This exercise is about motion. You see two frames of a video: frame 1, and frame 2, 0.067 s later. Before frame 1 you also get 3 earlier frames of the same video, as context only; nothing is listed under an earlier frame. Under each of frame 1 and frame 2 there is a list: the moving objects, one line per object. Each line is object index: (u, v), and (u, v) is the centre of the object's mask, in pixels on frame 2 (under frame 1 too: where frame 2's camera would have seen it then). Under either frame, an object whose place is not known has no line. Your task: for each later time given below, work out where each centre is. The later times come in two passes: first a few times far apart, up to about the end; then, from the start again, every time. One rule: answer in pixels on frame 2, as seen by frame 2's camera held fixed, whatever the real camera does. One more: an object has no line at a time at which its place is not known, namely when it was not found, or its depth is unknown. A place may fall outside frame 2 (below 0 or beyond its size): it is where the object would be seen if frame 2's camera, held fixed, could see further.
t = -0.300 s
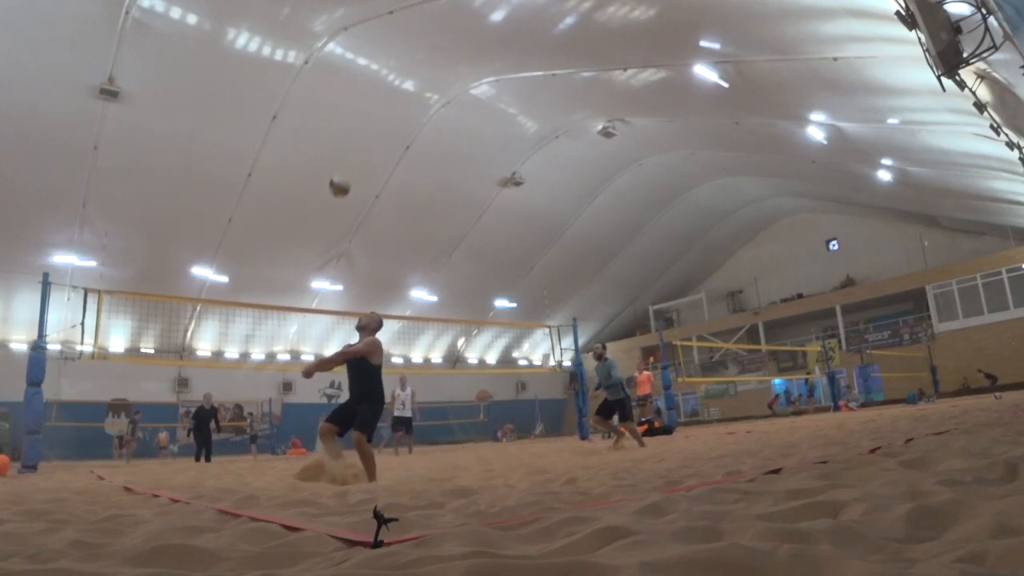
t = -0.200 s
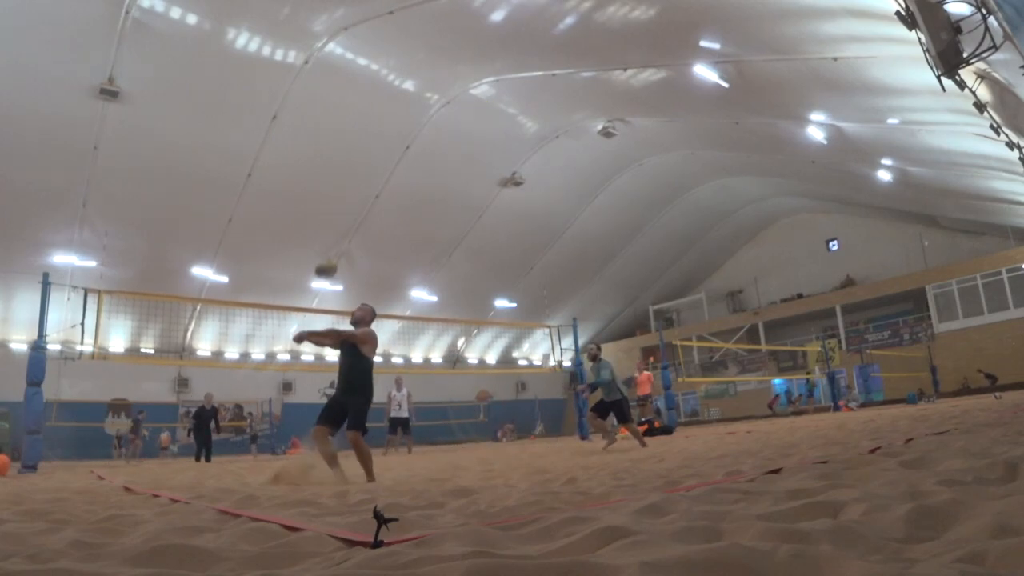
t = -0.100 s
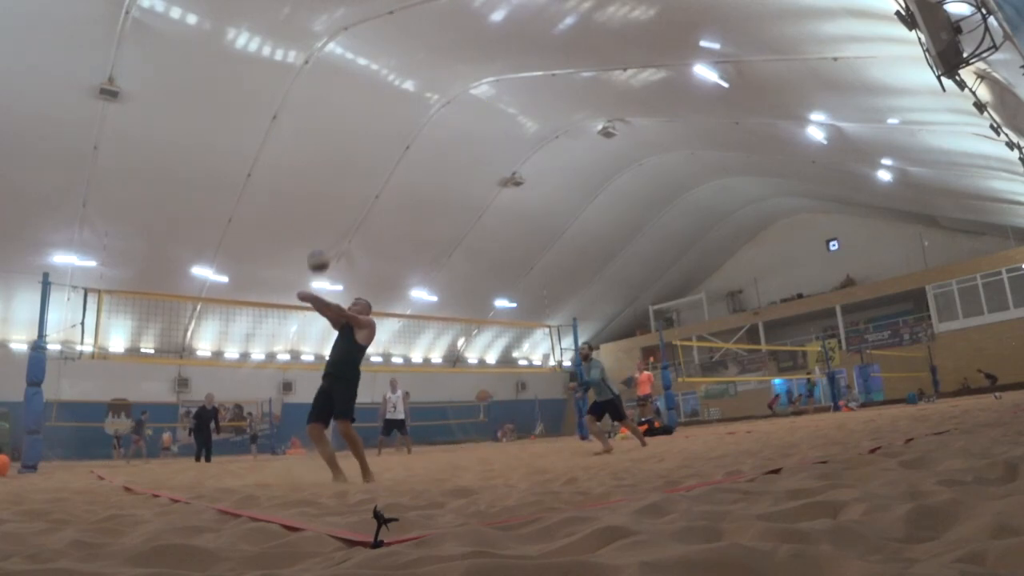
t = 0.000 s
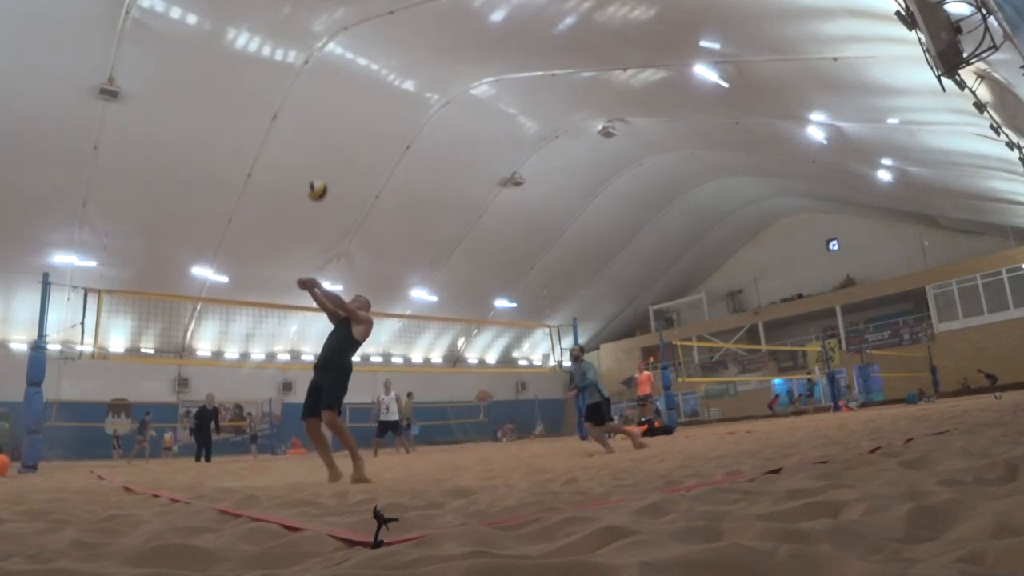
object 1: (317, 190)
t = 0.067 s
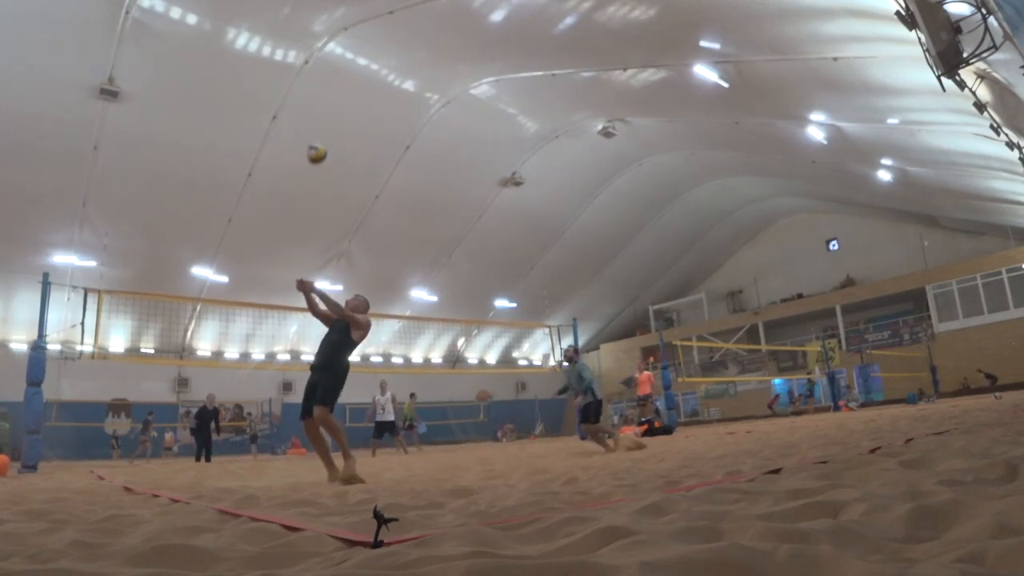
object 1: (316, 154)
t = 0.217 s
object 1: (316, 94)
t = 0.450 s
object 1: (315, 49)
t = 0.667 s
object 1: (313, 44)
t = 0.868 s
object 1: (310, 65)
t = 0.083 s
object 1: (316, 146)
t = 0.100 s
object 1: (316, 138)
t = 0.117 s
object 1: (316, 131)
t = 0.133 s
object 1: (316, 124)
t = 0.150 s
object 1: (316, 117)
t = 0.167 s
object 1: (316, 111)
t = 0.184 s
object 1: (317, 105)
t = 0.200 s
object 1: (316, 99)
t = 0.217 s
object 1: (316, 94)
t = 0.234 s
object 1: (316, 89)
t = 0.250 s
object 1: (316, 85)
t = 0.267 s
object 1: (316, 81)
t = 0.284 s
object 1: (316, 77)
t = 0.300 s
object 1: (316, 72)
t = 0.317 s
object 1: (315, 69)
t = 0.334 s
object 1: (315, 65)
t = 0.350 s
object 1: (315, 63)
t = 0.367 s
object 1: (315, 60)
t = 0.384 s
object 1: (315, 58)
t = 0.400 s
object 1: (314, 55)
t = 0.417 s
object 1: (315, 53)
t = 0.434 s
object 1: (315, 51)
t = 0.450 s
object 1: (315, 49)
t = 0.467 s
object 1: (314, 47)
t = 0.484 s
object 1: (314, 46)
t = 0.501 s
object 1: (314, 45)
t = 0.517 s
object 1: (314, 44)
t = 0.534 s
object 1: (314, 43)
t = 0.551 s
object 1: (314, 43)
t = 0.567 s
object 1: (313, 42)
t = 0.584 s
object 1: (313, 42)
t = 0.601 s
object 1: (313, 42)
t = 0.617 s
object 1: (313, 42)
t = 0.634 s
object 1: (313, 42)
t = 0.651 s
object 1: (313, 43)
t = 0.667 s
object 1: (313, 44)
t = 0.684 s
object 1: (313, 45)
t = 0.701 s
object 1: (312, 46)
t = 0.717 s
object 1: (312, 48)
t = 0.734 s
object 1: (312, 49)
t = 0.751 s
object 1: (312, 50)
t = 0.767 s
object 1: (312, 52)
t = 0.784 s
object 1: (312, 53)
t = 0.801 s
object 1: (311, 55)
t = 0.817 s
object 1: (311, 57)
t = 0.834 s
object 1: (311, 59)
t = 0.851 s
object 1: (310, 62)
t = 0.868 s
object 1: (310, 65)
